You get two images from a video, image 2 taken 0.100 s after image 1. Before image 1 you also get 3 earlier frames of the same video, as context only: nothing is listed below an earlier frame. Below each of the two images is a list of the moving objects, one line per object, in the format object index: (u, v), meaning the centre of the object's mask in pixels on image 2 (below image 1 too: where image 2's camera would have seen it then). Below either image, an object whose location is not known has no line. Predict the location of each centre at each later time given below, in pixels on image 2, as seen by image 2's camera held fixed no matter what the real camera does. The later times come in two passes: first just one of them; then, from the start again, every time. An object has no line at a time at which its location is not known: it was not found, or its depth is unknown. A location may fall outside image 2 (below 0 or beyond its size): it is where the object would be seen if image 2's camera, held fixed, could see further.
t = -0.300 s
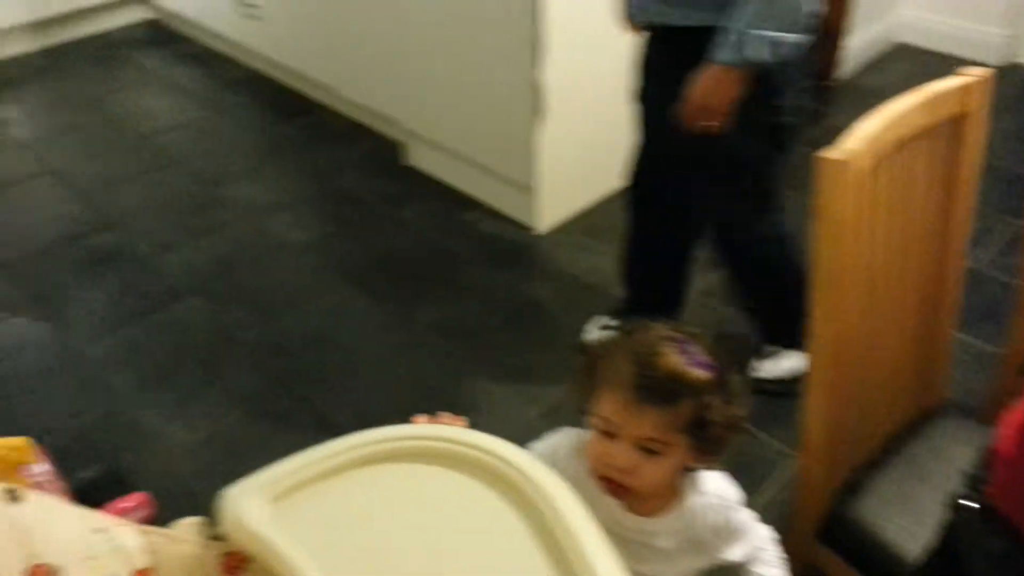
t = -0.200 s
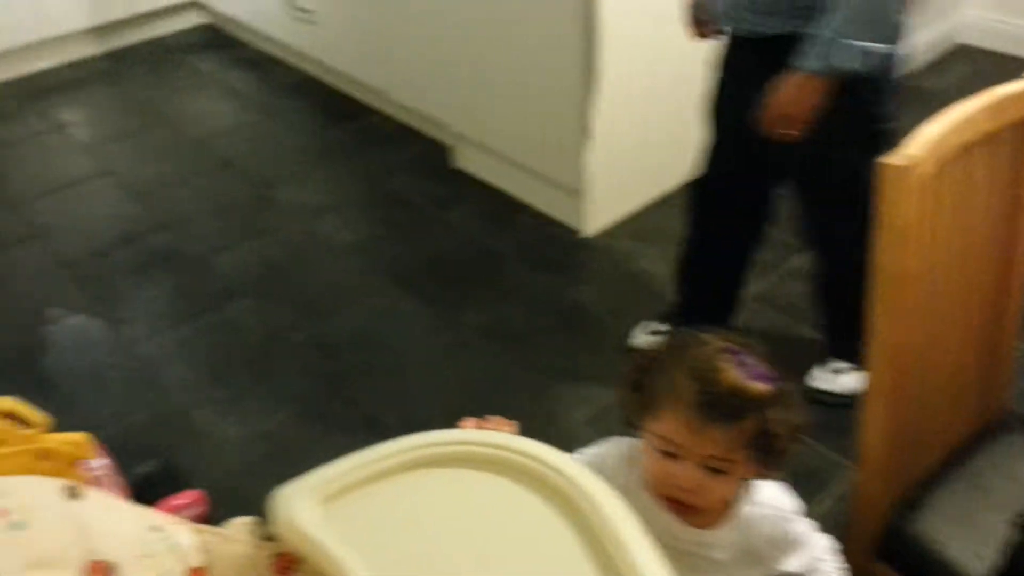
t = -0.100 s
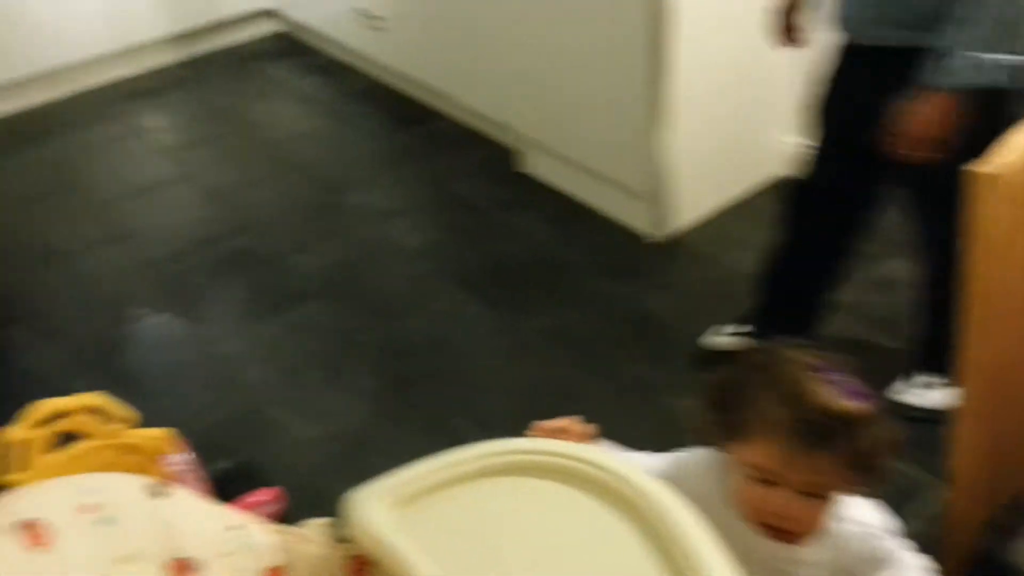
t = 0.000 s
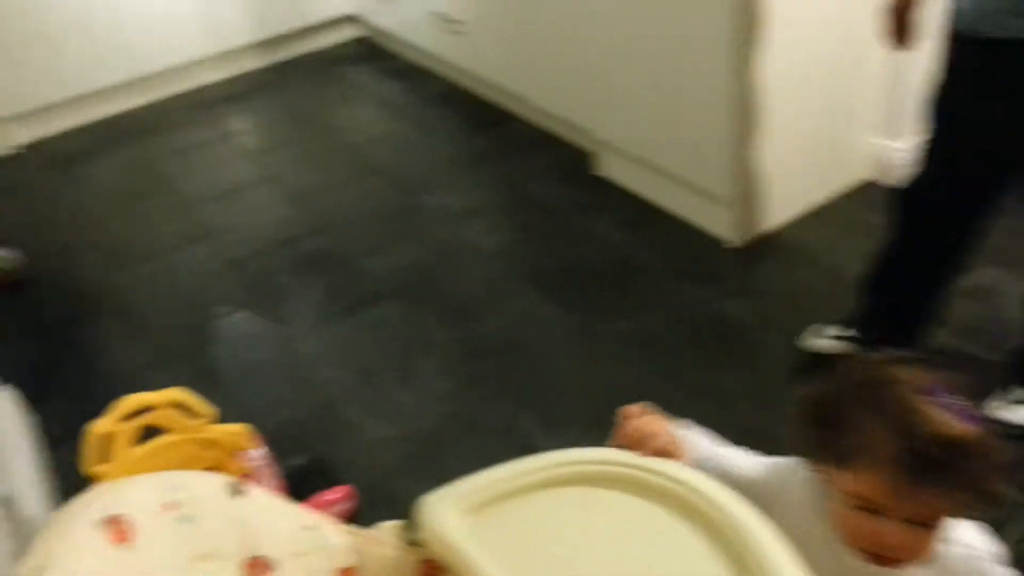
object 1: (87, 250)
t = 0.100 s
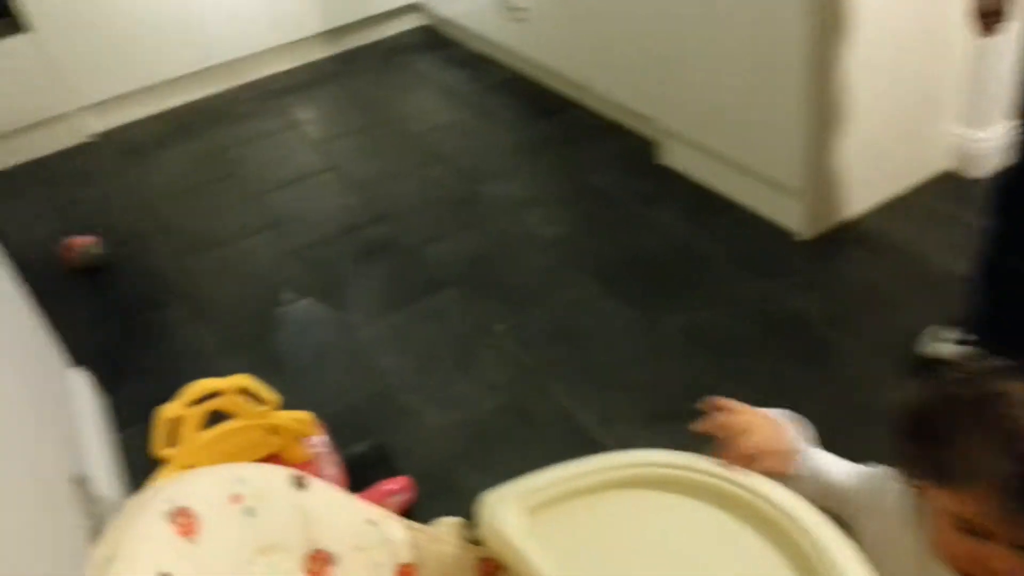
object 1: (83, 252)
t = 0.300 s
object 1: (105, 260)
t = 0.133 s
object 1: (87, 254)
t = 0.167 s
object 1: (89, 253)
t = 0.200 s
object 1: (93, 255)
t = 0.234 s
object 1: (98, 257)
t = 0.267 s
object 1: (102, 259)
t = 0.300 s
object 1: (105, 260)
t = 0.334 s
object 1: (110, 261)
